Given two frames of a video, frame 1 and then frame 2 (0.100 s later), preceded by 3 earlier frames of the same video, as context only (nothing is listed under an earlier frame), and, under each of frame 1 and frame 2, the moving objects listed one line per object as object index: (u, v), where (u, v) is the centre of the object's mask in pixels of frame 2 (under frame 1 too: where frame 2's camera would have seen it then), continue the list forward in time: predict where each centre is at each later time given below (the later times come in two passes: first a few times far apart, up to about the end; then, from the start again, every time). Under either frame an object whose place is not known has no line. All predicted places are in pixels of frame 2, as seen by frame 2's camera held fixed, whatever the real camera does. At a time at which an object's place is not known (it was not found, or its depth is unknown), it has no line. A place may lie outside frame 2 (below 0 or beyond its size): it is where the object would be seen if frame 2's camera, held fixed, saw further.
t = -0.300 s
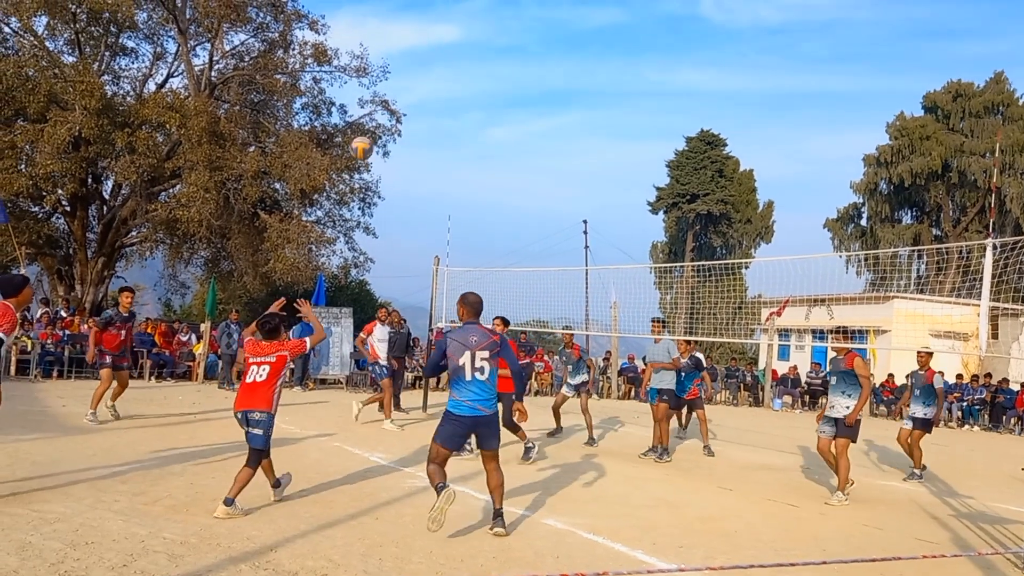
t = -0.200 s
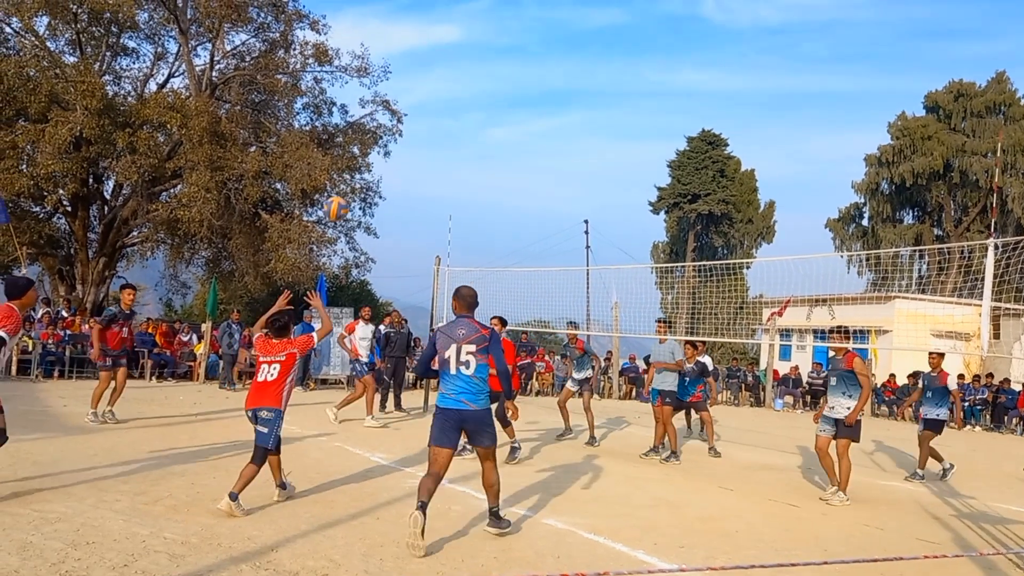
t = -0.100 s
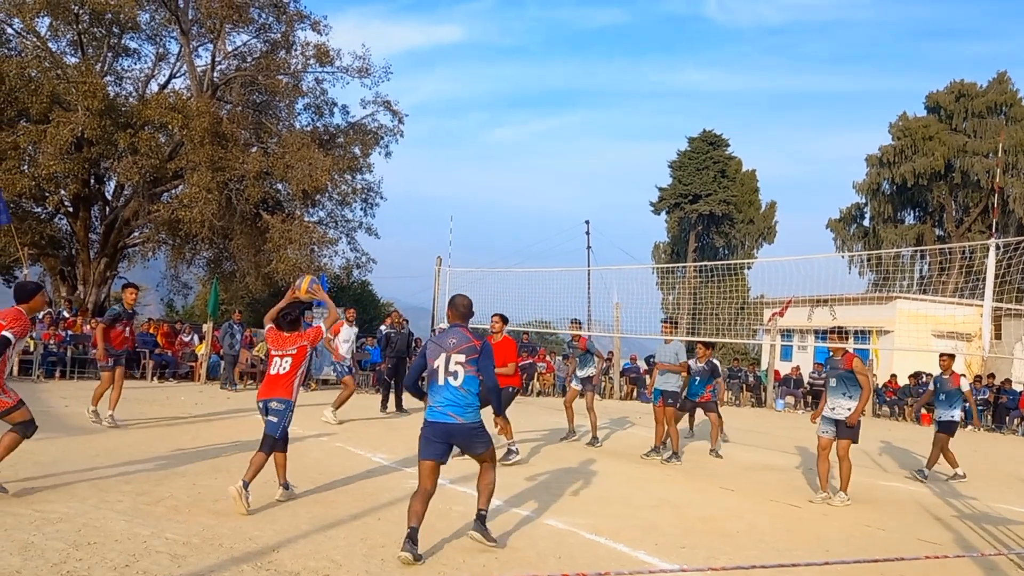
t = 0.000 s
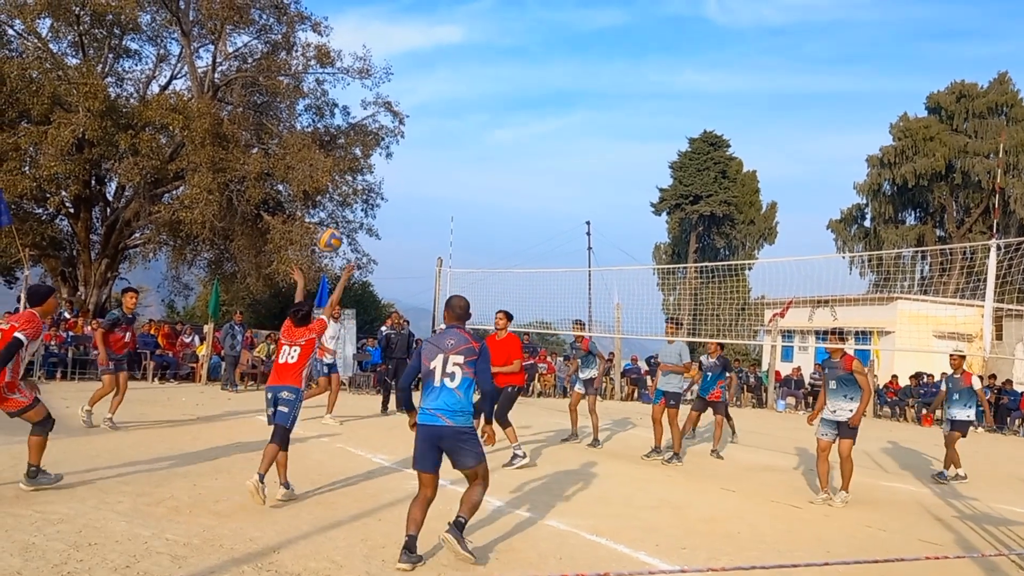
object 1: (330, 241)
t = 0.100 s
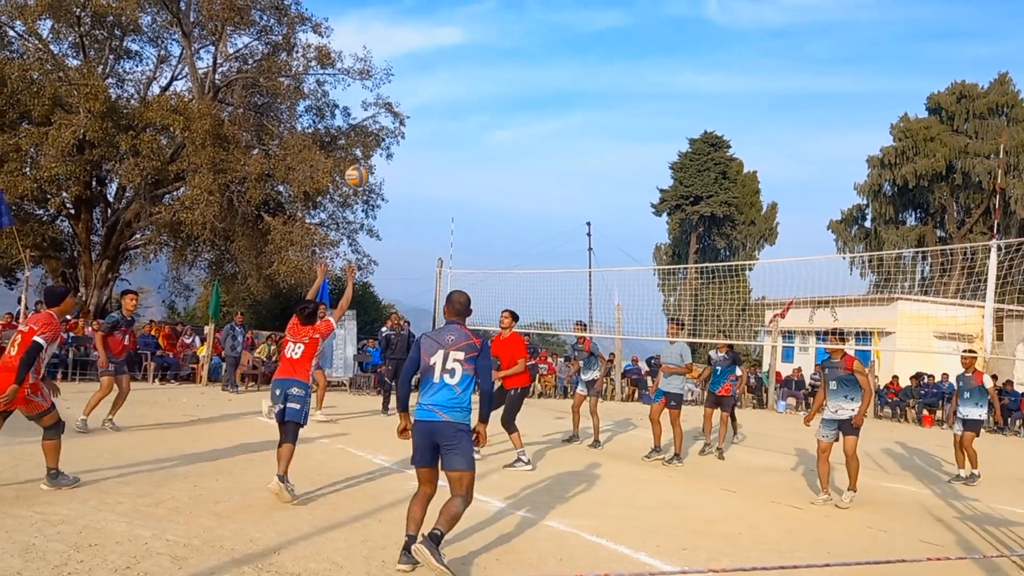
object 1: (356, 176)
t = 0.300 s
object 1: (402, 93)
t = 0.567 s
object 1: (447, 58)
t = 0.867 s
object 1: (484, 95)
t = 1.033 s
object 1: (498, 143)
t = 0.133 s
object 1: (365, 158)
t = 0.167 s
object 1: (373, 142)
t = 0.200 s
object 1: (381, 127)
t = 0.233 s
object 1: (389, 114)
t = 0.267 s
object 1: (395, 104)
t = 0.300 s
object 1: (402, 93)
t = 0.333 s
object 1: (409, 85)
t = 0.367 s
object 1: (415, 78)
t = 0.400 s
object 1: (421, 71)
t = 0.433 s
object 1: (427, 66)
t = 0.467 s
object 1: (432, 63)
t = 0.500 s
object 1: (438, 60)
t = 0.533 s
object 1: (443, 58)
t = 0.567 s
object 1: (447, 58)
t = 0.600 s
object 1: (452, 58)
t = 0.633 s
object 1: (457, 60)
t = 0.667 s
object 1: (461, 62)
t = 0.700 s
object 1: (465, 65)
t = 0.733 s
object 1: (469, 70)
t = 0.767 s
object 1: (473, 74)
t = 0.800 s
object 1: (477, 80)
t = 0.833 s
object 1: (480, 87)
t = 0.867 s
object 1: (484, 95)
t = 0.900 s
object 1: (487, 103)
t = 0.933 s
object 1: (490, 112)
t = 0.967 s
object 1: (493, 121)
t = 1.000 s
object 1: (495, 132)
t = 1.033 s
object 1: (498, 143)
